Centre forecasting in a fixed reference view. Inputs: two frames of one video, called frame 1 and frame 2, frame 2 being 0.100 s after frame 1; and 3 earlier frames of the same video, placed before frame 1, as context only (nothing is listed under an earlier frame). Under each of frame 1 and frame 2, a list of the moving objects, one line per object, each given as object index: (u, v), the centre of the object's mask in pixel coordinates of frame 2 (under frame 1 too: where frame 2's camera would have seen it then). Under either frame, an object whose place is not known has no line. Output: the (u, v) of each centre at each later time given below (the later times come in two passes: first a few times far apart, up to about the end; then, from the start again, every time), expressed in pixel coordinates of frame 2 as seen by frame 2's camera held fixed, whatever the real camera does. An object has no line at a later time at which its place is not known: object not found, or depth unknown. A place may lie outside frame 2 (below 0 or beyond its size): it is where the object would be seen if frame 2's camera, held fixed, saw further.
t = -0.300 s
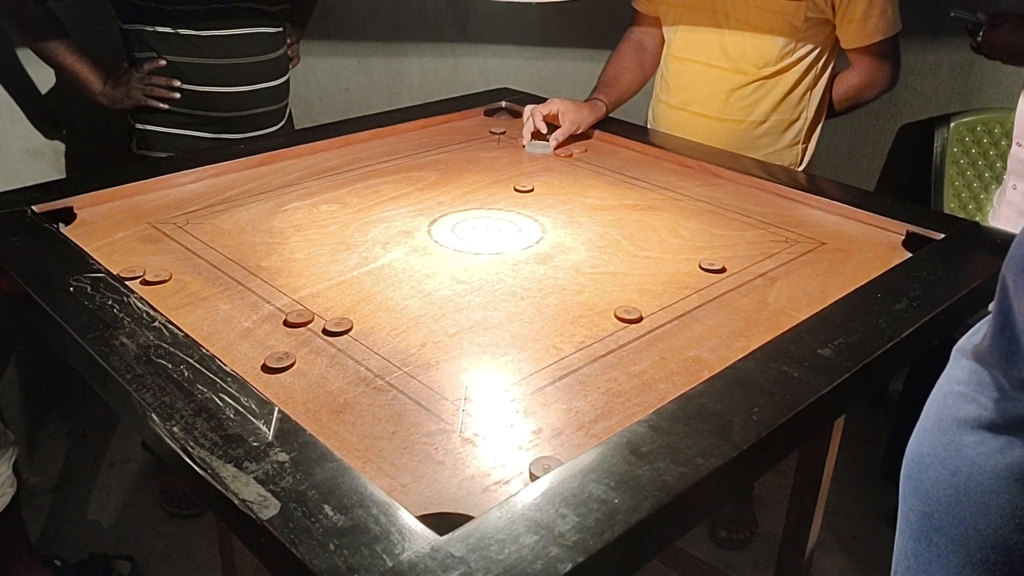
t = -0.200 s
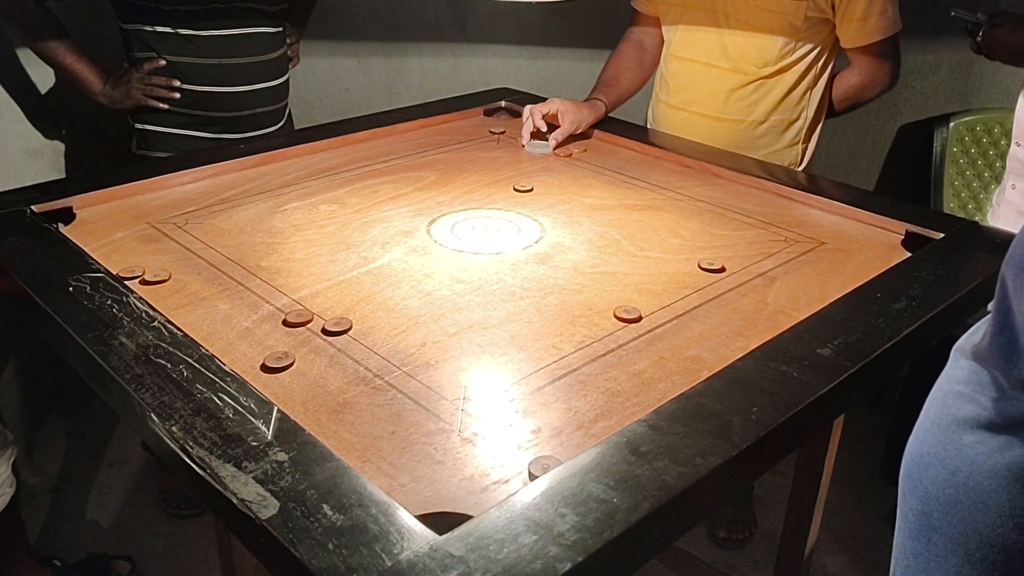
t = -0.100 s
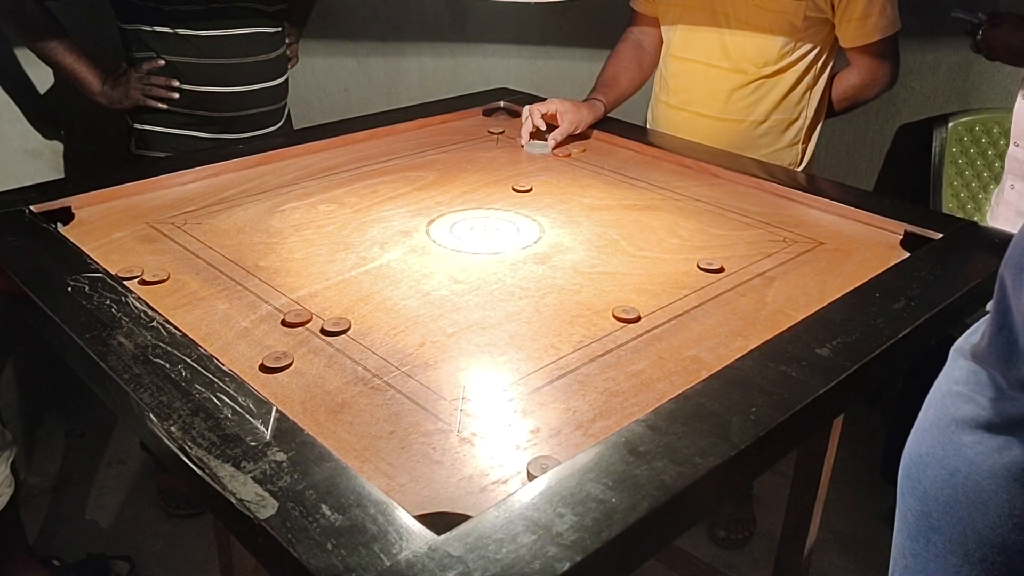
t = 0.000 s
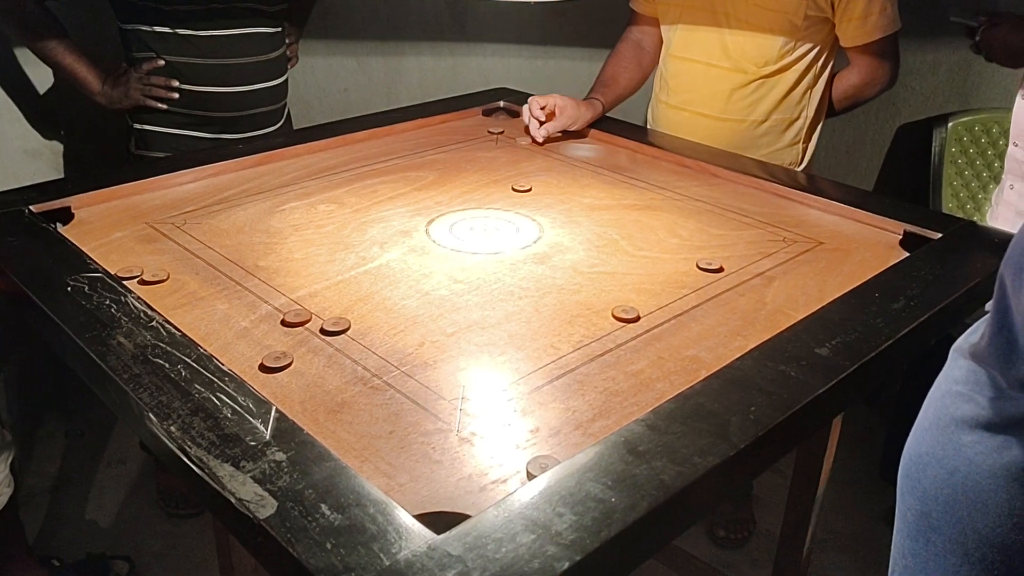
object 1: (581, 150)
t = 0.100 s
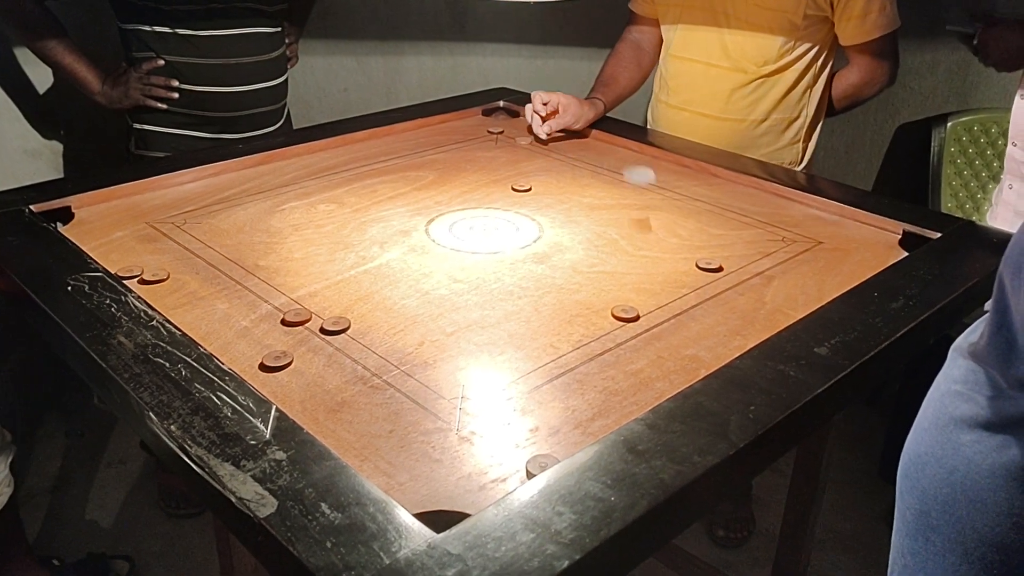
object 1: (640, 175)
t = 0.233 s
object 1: (677, 230)
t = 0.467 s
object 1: (693, 314)
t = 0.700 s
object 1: (676, 325)
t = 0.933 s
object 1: (676, 325)
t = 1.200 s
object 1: (676, 325)
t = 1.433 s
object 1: (676, 325)
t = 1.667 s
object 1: (676, 325)
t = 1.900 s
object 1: (676, 325)
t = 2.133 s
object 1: (676, 325)
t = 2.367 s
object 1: (676, 326)
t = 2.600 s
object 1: (676, 325)
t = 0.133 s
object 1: (648, 187)
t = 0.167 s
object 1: (657, 201)
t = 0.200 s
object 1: (668, 214)
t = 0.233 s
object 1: (677, 230)
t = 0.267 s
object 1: (689, 248)
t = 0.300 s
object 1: (696, 262)
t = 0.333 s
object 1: (701, 276)
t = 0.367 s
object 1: (708, 290)
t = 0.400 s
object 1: (707, 301)
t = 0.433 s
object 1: (700, 308)
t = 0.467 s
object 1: (693, 314)
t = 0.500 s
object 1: (687, 318)
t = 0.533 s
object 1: (683, 321)
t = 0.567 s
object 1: (679, 323)
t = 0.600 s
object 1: (676, 325)
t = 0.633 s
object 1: (676, 325)
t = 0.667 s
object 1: (676, 325)
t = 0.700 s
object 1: (676, 325)
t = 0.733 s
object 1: (676, 325)
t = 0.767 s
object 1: (676, 325)
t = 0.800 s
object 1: (676, 325)
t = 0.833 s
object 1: (676, 325)
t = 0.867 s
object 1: (676, 325)
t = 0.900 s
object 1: (676, 325)
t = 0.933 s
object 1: (676, 325)
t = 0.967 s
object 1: (676, 325)
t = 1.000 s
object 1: (676, 325)
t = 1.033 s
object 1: (676, 325)
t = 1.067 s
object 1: (676, 325)
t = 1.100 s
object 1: (676, 325)
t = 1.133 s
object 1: (676, 325)
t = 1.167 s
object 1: (676, 325)
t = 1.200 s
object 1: (676, 325)
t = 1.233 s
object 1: (676, 325)
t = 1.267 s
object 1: (676, 325)
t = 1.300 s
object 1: (676, 325)
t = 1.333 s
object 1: (676, 325)
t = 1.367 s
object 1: (676, 325)
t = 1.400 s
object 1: (676, 325)
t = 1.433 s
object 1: (676, 325)
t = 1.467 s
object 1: (676, 325)
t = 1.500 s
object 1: (676, 325)
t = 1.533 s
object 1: (676, 325)
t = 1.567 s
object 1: (676, 325)
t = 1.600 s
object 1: (676, 325)
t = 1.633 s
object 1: (676, 325)
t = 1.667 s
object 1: (676, 325)
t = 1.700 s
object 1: (676, 325)
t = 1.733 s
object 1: (676, 325)
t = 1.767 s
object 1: (676, 325)
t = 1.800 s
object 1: (676, 325)
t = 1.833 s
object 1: (676, 325)
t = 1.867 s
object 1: (676, 325)
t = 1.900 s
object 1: (676, 325)
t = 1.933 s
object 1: (676, 325)
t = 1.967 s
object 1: (676, 325)
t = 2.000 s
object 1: (676, 325)
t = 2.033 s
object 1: (675, 325)
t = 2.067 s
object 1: (676, 325)
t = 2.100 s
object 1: (676, 325)
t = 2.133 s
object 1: (676, 325)
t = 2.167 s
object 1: (676, 325)
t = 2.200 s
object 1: (676, 325)
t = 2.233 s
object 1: (676, 325)
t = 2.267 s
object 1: (676, 325)
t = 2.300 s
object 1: (676, 325)
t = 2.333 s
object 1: (676, 325)
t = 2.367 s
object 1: (676, 326)
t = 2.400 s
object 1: (676, 325)
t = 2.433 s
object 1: (676, 325)
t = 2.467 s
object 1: (676, 325)
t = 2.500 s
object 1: (676, 325)
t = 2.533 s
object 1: (676, 325)
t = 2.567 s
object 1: (676, 325)
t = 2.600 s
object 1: (676, 325)
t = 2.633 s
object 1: (676, 325)
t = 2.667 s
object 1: (676, 325)
